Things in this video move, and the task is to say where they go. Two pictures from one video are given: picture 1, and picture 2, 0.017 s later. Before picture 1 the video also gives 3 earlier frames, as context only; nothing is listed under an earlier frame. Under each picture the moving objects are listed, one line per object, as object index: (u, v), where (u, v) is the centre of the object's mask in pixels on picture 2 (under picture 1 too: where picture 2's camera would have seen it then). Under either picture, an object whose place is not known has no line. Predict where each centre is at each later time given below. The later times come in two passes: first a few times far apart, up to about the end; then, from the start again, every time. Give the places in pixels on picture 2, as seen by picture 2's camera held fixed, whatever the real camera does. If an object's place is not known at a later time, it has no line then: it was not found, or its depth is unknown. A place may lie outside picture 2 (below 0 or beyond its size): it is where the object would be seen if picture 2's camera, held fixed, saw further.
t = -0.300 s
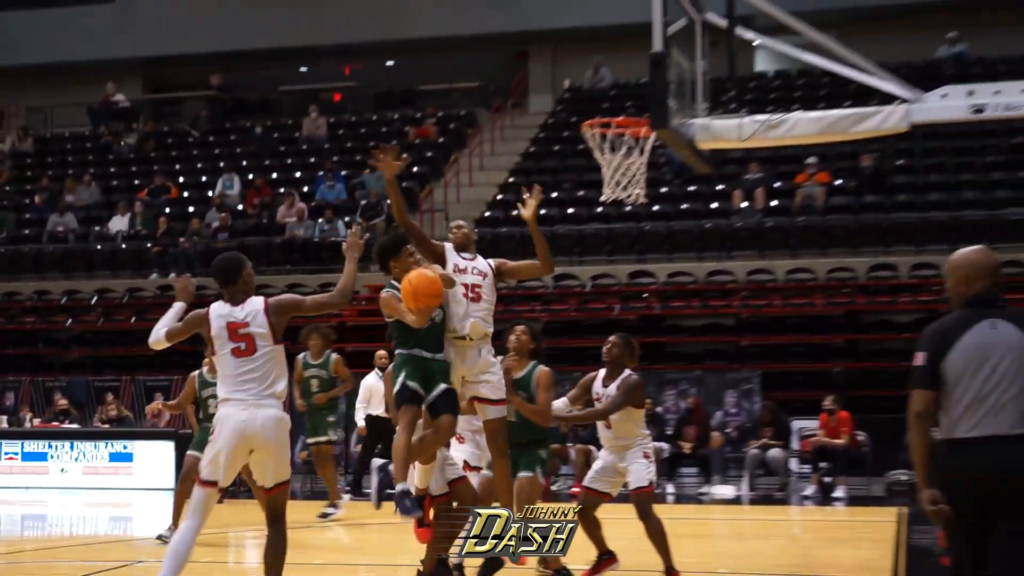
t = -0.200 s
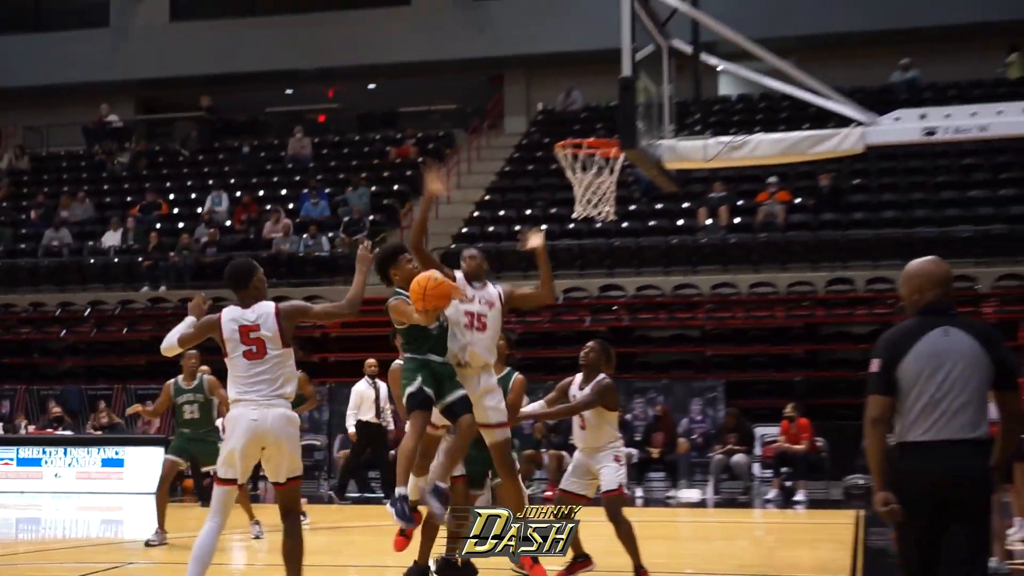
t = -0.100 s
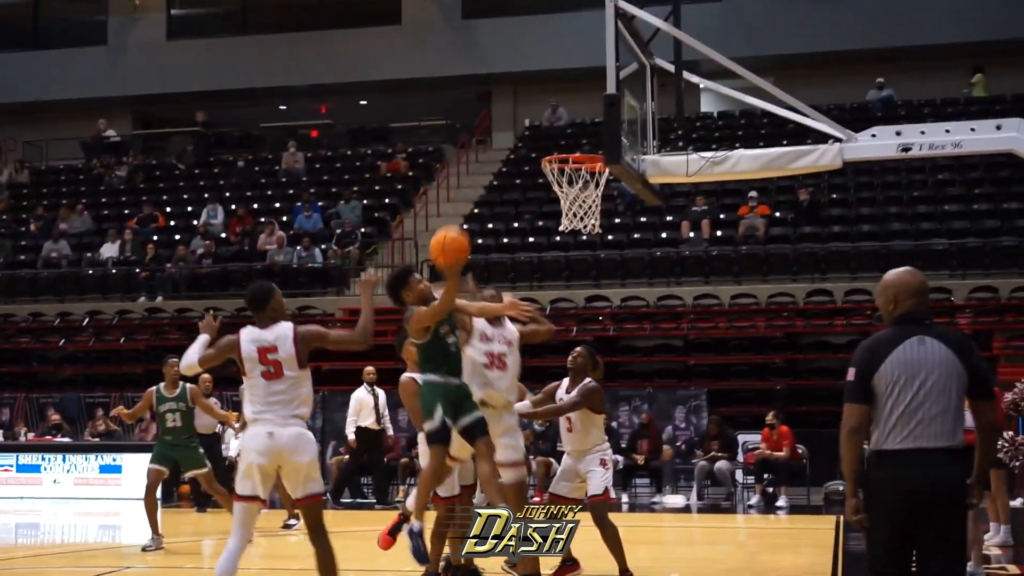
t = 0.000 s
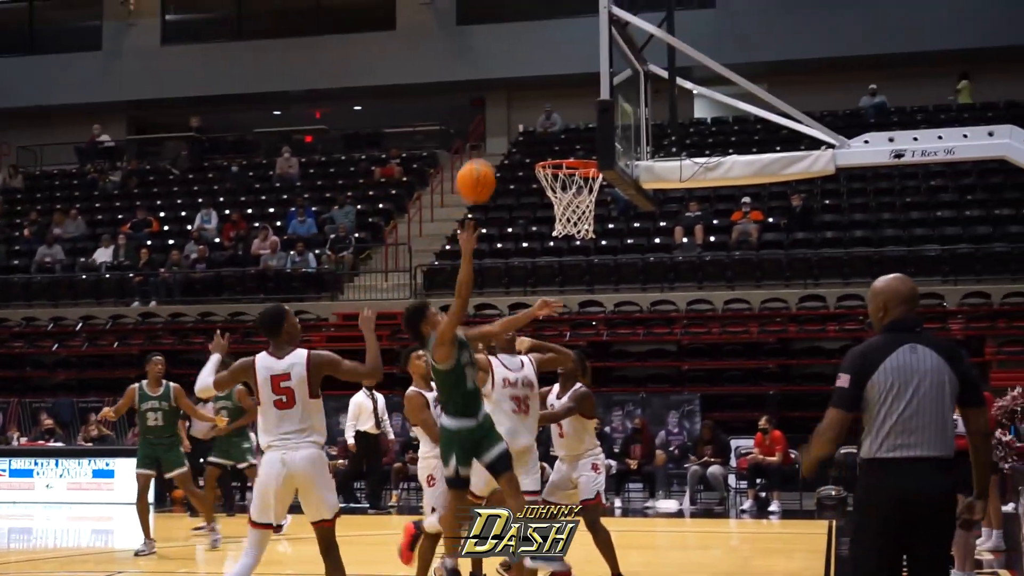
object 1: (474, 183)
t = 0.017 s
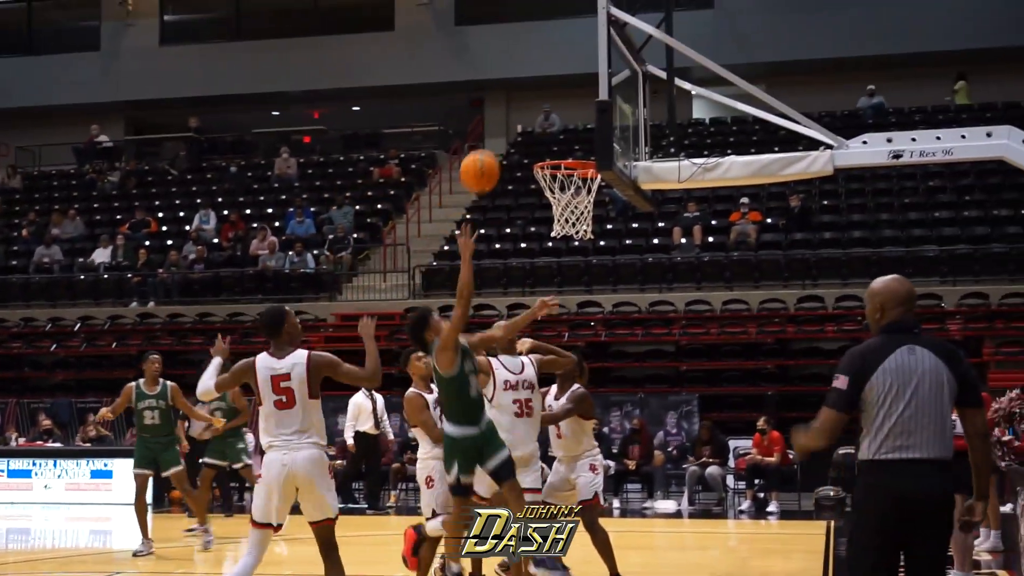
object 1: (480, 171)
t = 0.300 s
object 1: (567, 74)
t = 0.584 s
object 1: (577, 101)
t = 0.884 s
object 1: (578, 170)
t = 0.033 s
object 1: (485, 162)
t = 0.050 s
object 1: (490, 153)
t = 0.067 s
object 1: (496, 145)
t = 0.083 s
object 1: (501, 137)
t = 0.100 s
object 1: (507, 129)
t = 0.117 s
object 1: (512, 121)
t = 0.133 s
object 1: (517, 114)
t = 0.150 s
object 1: (522, 108)
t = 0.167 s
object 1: (528, 103)
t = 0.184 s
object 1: (533, 98)
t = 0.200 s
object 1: (538, 93)
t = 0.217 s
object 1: (543, 89)
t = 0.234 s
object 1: (548, 85)
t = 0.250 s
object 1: (553, 82)
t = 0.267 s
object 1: (558, 79)
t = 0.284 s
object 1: (563, 76)
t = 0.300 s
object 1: (567, 74)
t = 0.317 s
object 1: (572, 71)
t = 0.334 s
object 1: (577, 70)
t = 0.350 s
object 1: (582, 69)
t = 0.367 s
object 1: (585, 68)
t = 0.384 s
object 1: (588, 68)
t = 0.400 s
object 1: (590, 69)
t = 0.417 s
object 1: (592, 70)
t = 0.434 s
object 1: (591, 71)
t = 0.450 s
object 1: (590, 73)
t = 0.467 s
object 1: (589, 75)
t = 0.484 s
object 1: (587, 78)
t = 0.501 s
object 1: (587, 81)
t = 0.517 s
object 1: (585, 84)
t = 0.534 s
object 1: (584, 88)
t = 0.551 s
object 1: (581, 92)
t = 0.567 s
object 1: (580, 96)
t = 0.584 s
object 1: (577, 101)
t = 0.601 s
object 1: (575, 106)
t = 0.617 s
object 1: (573, 112)
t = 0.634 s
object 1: (570, 118)
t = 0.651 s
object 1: (568, 125)
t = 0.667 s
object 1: (566, 131)
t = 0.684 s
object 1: (563, 139)
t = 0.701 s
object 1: (560, 146)
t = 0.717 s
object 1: (557, 150)
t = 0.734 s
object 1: (554, 153)
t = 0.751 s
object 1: (555, 155)
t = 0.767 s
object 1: (560, 155)
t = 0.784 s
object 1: (564, 155)
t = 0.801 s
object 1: (569, 155)
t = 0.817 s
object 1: (574, 156)
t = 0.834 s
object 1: (579, 156)
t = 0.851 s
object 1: (581, 167)
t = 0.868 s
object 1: (581, 168)
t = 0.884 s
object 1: (578, 170)
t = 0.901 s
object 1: (574, 171)
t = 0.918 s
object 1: (570, 173)
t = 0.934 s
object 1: (565, 176)
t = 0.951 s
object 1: (563, 181)
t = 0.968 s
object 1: (560, 182)
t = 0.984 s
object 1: (555, 185)
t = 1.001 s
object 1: (553, 188)
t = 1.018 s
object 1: (552, 190)
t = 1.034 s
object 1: (551, 193)
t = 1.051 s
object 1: (551, 196)
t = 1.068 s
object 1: (550, 198)
